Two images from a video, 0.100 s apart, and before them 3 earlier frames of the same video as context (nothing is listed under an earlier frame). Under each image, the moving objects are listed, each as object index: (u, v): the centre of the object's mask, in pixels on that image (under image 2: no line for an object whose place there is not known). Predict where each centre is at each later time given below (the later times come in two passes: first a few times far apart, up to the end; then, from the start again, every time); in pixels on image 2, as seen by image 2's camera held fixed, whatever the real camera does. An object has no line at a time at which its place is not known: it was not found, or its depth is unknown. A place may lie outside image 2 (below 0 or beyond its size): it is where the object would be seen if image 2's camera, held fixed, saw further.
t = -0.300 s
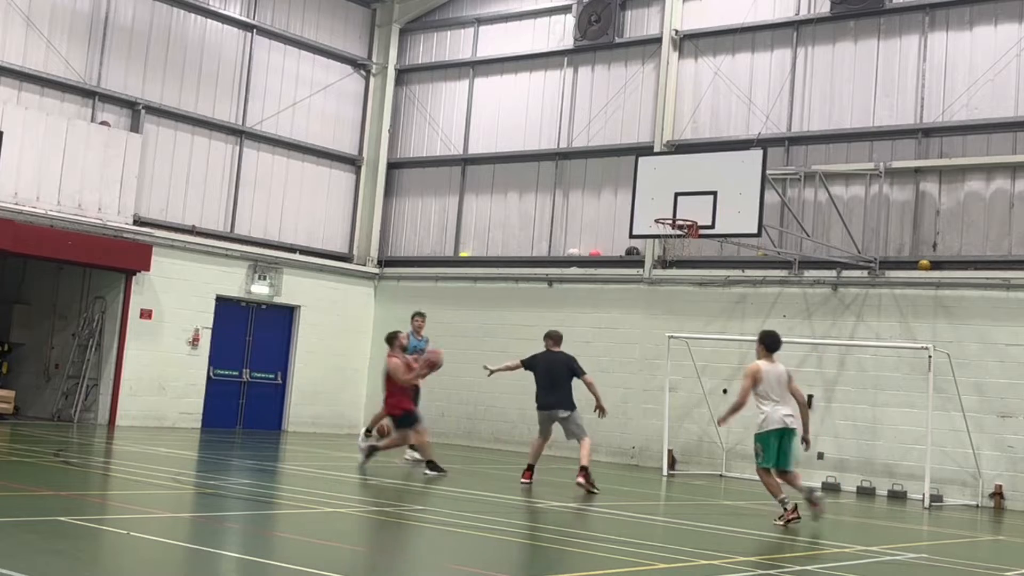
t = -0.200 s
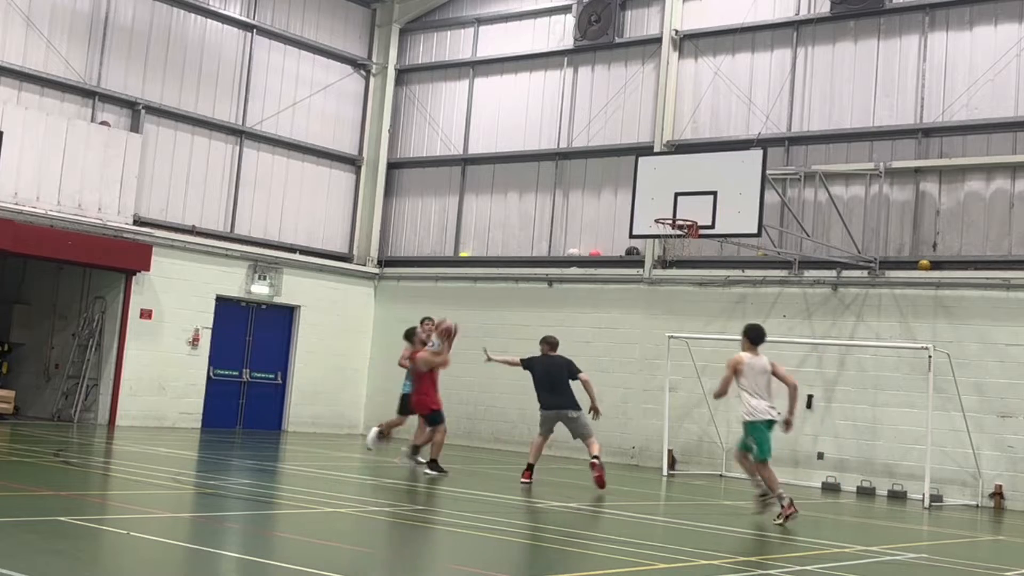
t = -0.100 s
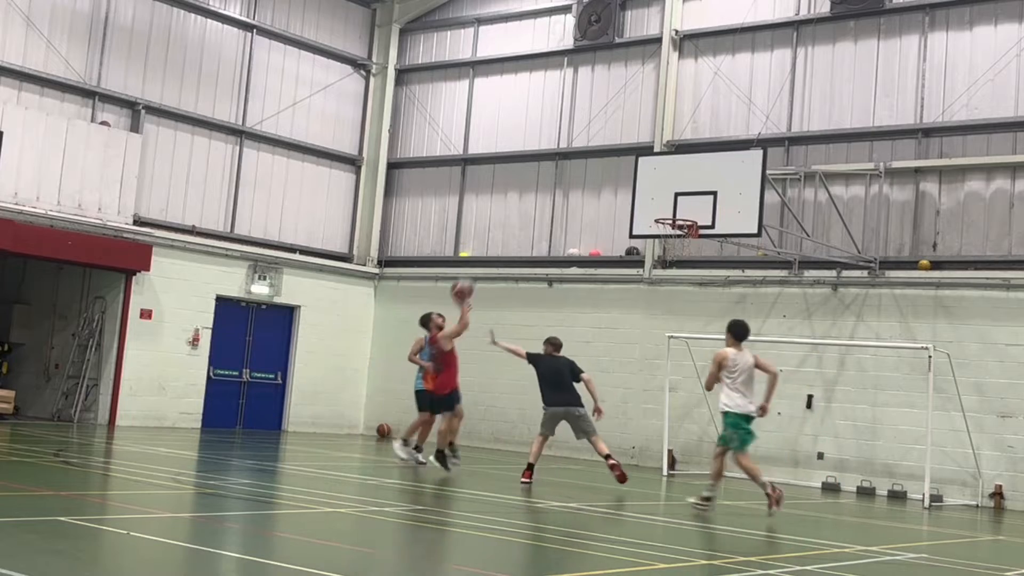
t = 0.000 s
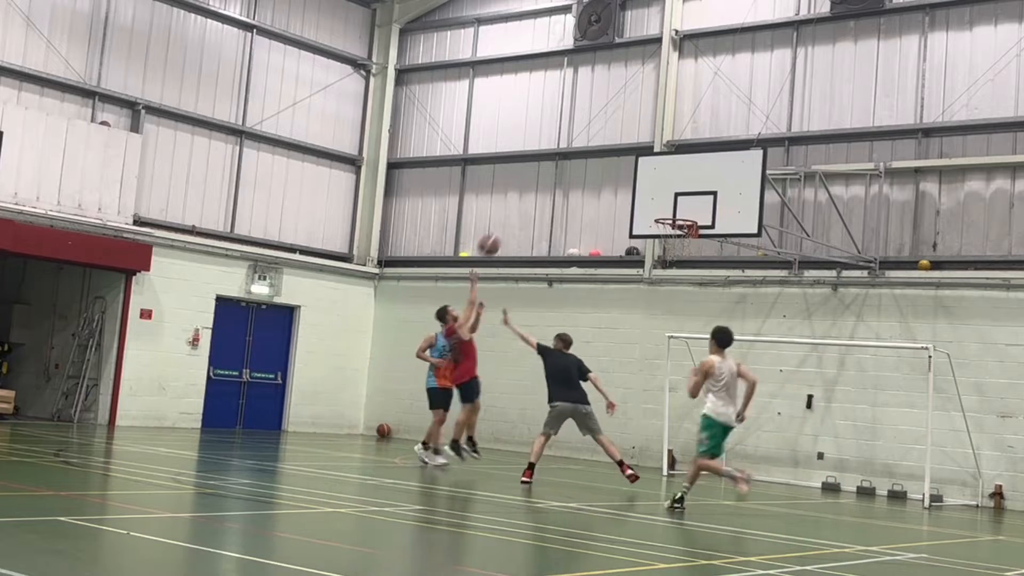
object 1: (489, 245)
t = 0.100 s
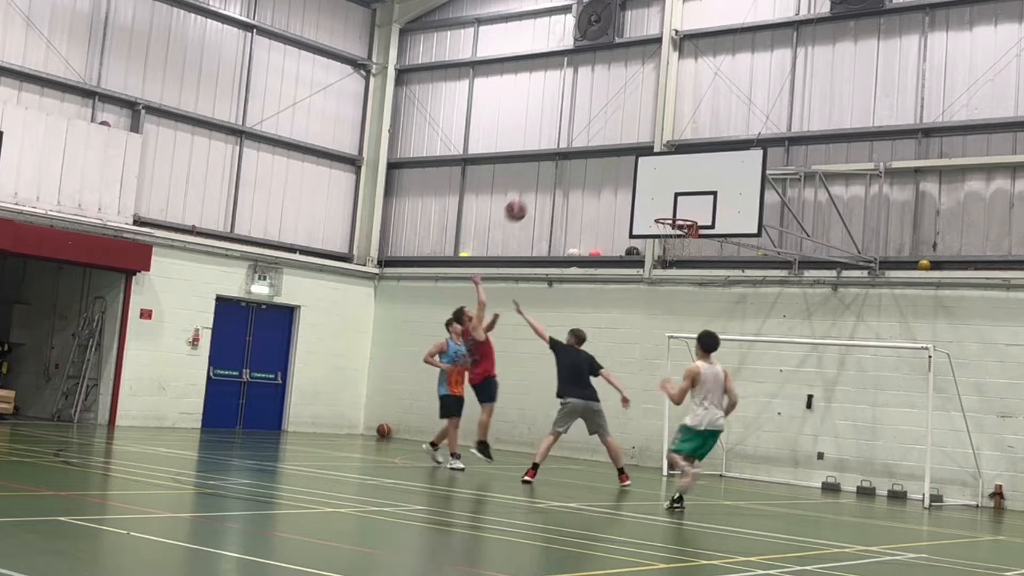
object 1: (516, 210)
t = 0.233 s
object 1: (550, 179)
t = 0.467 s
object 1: (603, 161)
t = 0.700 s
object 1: (651, 188)
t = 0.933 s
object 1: (689, 245)
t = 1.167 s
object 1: (697, 285)
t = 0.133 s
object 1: (524, 200)
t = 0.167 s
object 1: (533, 192)
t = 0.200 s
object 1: (541, 185)
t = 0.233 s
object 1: (550, 179)
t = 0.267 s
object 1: (557, 174)
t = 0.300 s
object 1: (565, 169)
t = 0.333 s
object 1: (573, 165)
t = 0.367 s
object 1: (581, 163)
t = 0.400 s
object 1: (588, 161)
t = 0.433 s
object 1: (596, 161)
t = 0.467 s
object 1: (603, 161)
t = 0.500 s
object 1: (610, 162)
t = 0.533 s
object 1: (617, 164)
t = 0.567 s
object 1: (624, 167)
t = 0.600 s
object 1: (632, 172)
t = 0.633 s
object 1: (638, 176)
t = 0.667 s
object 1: (645, 182)
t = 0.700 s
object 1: (651, 188)
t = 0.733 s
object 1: (658, 196)
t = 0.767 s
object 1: (663, 205)
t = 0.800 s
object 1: (670, 212)
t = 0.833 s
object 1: (676, 224)
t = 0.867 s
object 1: (681, 237)
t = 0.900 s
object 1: (687, 244)
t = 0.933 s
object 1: (689, 245)
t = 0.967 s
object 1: (691, 249)
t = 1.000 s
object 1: (692, 251)
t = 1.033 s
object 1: (693, 255)
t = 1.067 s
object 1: (694, 263)
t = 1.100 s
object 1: (695, 270)
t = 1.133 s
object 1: (697, 276)
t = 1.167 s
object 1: (697, 285)
